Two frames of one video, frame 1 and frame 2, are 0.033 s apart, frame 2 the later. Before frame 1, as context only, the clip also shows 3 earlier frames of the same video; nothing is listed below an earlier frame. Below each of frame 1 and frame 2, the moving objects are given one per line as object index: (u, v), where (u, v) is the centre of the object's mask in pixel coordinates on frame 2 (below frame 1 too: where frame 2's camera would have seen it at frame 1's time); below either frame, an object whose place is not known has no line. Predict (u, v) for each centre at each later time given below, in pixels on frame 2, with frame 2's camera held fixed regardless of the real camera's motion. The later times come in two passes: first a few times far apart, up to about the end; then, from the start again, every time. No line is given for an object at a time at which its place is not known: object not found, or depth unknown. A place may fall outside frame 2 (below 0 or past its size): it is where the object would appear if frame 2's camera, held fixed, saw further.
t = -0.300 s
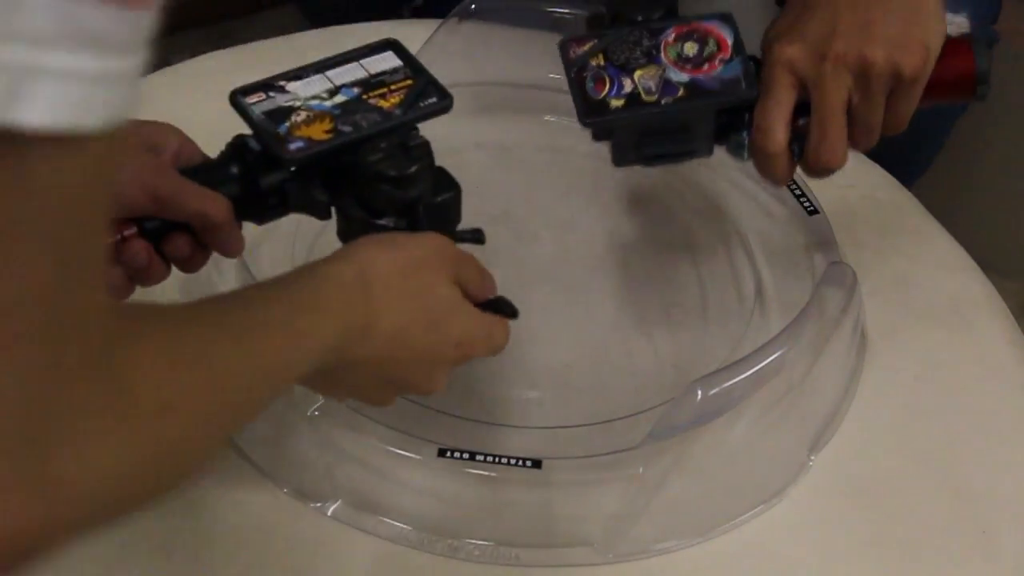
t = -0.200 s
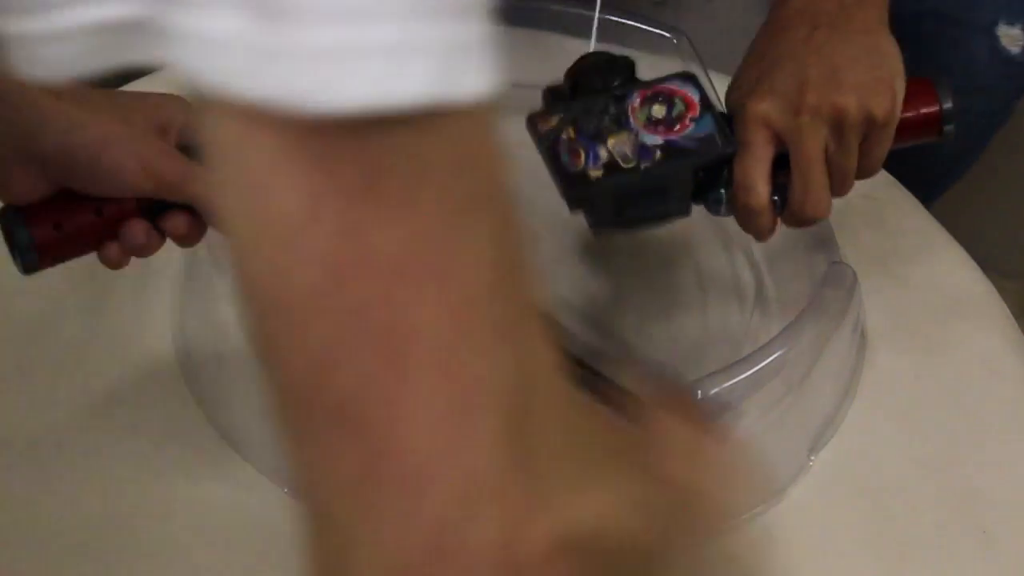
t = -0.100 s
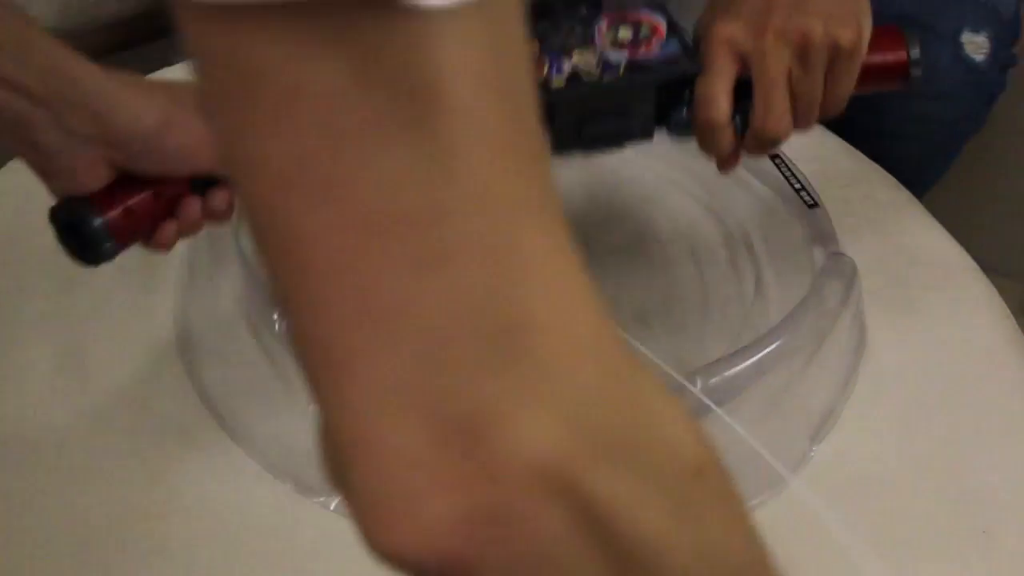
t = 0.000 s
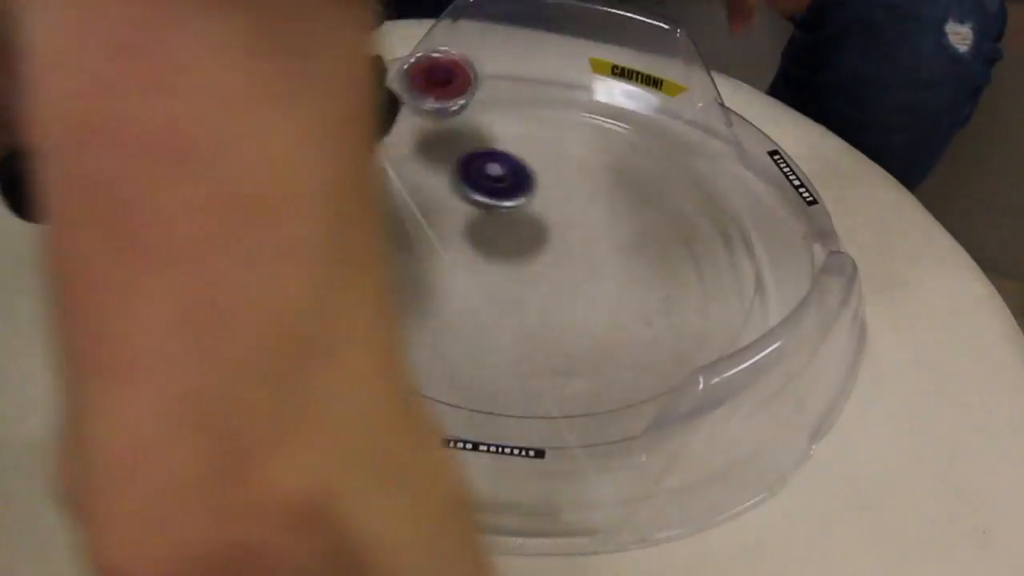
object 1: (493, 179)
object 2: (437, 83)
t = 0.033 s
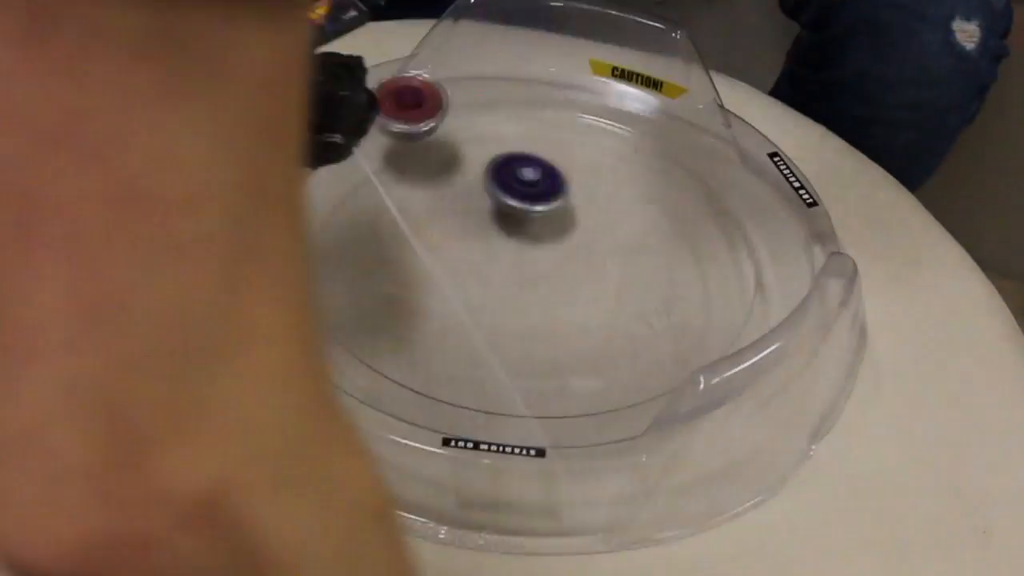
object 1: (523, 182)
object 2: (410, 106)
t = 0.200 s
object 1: (602, 109)
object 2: (332, 257)
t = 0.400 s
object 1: (498, 70)
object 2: (610, 378)
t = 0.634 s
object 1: (359, 148)
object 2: (643, 120)
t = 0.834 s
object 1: (461, 283)
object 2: (317, 173)
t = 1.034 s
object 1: (675, 218)
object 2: (554, 385)
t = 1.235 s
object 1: (624, 91)
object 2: (721, 176)
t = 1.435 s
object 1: (384, 98)
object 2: (577, 149)
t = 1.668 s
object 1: (378, 299)
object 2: (450, 319)
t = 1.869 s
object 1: (500, 399)
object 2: (615, 393)
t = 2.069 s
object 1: (647, 351)
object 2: (658, 285)
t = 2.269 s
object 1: (627, 197)
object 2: (535, 169)
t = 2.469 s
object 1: (431, 141)
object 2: (343, 157)
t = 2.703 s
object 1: (319, 258)
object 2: (388, 359)
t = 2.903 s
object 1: (476, 345)
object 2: (629, 436)
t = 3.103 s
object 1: (653, 266)
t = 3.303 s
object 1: (581, 126)
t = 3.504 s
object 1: (404, 107)
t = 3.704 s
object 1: (336, 206)
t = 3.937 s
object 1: (522, 322)
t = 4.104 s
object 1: (659, 249)
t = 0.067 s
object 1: (549, 155)
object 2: (385, 129)
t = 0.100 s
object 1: (571, 140)
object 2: (360, 154)
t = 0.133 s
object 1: (589, 131)
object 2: (339, 184)
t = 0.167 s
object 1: (599, 119)
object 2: (331, 220)
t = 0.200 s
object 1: (602, 109)
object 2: (332, 257)
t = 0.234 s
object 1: (597, 95)
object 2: (345, 295)
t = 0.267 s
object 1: (586, 85)
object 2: (371, 330)
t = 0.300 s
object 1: (570, 76)
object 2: (415, 358)
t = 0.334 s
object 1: (548, 75)
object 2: (473, 378)
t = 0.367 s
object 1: (523, 72)
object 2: (540, 386)
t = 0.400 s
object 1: (498, 70)
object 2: (610, 378)
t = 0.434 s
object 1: (471, 73)
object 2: (669, 357)
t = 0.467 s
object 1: (445, 78)
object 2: (717, 322)
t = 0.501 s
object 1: (421, 85)
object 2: (744, 282)
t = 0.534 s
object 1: (400, 94)
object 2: (746, 233)
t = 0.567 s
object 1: (382, 107)
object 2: (728, 189)
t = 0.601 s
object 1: (366, 127)
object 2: (691, 150)
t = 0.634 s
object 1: (359, 148)
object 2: (643, 120)
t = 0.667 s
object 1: (354, 171)
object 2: (582, 99)
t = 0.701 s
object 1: (360, 195)
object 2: (518, 90)
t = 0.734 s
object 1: (372, 221)
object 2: (456, 93)
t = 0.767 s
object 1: (393, 245)
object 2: (399, 108)
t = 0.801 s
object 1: (424, 268)
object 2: (351, 135)
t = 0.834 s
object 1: (461, 283)
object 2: (317, 173)
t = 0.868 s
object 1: (503, 292)
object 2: (303, 218)
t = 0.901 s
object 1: (546, 293)
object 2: (313, 266)
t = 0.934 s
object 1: (588, 284)
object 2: (345, 314)
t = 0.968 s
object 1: (625, 268)
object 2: (401, 352)
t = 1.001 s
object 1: (655, 245)
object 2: (473, 376)
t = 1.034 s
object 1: (675, 218)
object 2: (554, 385)
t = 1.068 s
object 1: (689, 189)
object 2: (627, 372)
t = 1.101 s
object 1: (690, 161)
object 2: (685, 343)
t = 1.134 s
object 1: (686, 134)
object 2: (729, 307)
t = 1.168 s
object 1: (668, 115)
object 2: (748, 263)
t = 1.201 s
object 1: (648, 100)
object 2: (744, 219)
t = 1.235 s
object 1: (624, 91)
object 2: (721, 176)
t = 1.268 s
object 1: (598, 87)
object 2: (680, 142)
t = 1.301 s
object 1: (562, 75)
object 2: (651, 126)
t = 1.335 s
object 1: (507, 72)
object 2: (637, 129)
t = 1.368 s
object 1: (457, 75)
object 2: (622, 132)
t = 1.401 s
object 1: (417, 83)
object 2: (602, 139)
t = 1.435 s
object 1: (384, 98)
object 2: (577, 149)
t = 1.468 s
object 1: (361, 120)
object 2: (545, 165)
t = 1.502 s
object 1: (341, 150)
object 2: (512, 185)
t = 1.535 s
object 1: (334, 183)
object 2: (481, 209)
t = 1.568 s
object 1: (335, 217)
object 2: (455, 234)
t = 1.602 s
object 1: (347, 252)
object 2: (436, 261)
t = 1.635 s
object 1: (364, 276)
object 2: (439, 286)
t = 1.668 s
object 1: (378, 299)
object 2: (450, 319)
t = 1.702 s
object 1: (390, 332)
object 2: (467, 344)
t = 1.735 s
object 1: (395, 353)
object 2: (496, 368)
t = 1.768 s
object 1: (411, 370)
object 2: (536, 384)
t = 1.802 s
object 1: (434, 381)
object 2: (573, 394)
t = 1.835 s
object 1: (465, 392)
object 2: (610, 408)
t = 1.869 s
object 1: (500, 399)
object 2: (615, 393)
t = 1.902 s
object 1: (533, 401)
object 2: (624, 383)
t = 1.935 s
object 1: (558, 401)
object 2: (640, 367)
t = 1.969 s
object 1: (586, 396)
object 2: (652, 348)
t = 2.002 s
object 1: (612, 383)
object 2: (660, 326)
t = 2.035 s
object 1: (631, 368)
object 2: (662, 306)
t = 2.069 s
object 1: (647, 351)
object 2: (658, 285)
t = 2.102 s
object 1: (661, 328)
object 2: (649, 261)
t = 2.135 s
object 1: (670, 301)
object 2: (634, 240)
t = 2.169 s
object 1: (672, 274)
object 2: (614, 219)
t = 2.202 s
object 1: (666, 246)
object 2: (591, 200)
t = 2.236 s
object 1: (650, 219)
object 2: (564, 183)
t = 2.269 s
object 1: (627, 197)
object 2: (535, 169)
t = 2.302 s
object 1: (598, 177)
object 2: (504, 157)
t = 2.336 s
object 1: (566, 160)
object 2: (473, 148)
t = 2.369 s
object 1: (531, 148)
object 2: (441, 144)
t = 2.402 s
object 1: (494, 140)
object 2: (411, 144)
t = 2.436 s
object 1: (460, 139)
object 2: (373, 147)
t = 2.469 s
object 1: (431, 141)
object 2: (343, 157)
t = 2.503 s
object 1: (402, 149)
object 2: (314, 179)
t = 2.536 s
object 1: (372, 161)
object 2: (289, 200)
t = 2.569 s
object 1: (349, 177)
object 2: (285, 230)
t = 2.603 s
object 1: (332, 197)
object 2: (294, 262)
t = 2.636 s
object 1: (321, 217)
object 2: (317, 295)
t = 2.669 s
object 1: (316, 237)
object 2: (345, 329)
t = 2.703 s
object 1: (319, 258)
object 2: (388, 359)
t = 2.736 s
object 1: (330, 278)
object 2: (433, 384)
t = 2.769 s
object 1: (347, 296)
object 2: (478, 403)
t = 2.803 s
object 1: (374, 314)
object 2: (525, 412)
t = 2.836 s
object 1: (405, 328)
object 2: (572, 421)
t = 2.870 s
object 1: (440, 340)
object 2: (617, 427)
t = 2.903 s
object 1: (476, 345)
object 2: (629, 436)
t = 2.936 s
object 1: (518, 347)
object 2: (635, 458)
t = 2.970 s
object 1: (557, 342)
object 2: (631, 497)
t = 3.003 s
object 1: (592, 329)
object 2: (624, 544)
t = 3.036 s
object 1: (621, 311)
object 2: (619, 562)
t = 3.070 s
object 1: (641, 289)
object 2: (612, 566)
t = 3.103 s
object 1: (653, 266)
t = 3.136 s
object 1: (659, 241)
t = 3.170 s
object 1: (656, 215)
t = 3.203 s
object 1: (647, 191)
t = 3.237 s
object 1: (630, 168)
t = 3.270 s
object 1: (607, 145)
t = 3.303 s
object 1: (581, 126)
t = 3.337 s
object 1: (552, 114)
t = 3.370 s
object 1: (521, 105)
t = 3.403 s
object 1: (489, 100)
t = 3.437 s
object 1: (459, 99)
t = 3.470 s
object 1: (429, 100)
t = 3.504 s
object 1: (404, 107)
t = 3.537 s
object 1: (382, 116)
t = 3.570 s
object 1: (364, 130)
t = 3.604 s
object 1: (348, 146)
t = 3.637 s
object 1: (339, 164)
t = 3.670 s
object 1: (335, 184)
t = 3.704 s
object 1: (336, 206)
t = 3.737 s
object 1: (343, 230)
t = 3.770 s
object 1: (358, 254)
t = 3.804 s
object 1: (381, 277)
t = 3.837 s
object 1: (411, 297)
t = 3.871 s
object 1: (446, 311)
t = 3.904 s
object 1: (484, 320)
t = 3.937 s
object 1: (522, 322)
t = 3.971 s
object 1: (560, 318)
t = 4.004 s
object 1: (593, 307)
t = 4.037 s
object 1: (622, 291)
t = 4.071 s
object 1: (644, 271)
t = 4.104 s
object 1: (659, 249)
